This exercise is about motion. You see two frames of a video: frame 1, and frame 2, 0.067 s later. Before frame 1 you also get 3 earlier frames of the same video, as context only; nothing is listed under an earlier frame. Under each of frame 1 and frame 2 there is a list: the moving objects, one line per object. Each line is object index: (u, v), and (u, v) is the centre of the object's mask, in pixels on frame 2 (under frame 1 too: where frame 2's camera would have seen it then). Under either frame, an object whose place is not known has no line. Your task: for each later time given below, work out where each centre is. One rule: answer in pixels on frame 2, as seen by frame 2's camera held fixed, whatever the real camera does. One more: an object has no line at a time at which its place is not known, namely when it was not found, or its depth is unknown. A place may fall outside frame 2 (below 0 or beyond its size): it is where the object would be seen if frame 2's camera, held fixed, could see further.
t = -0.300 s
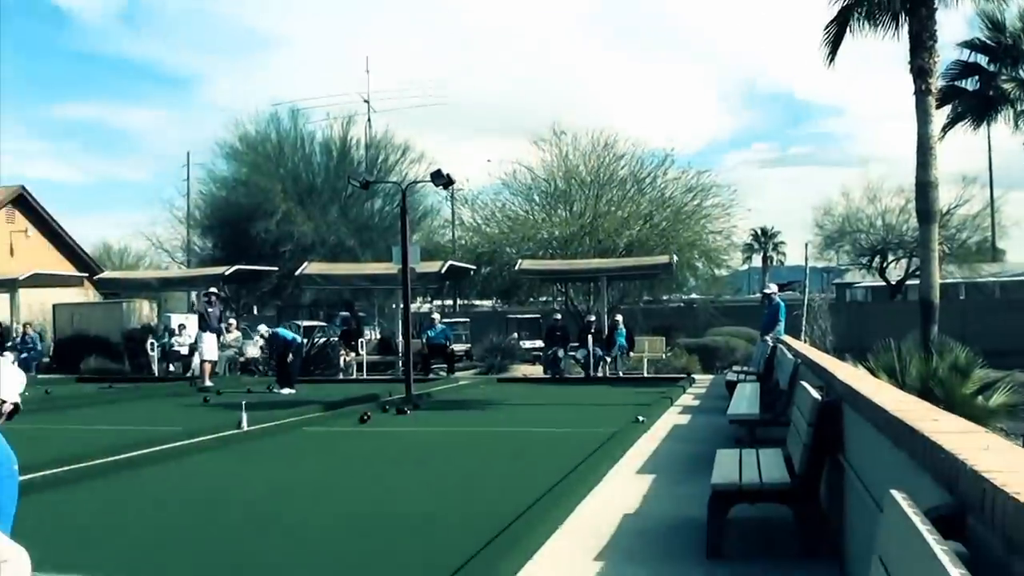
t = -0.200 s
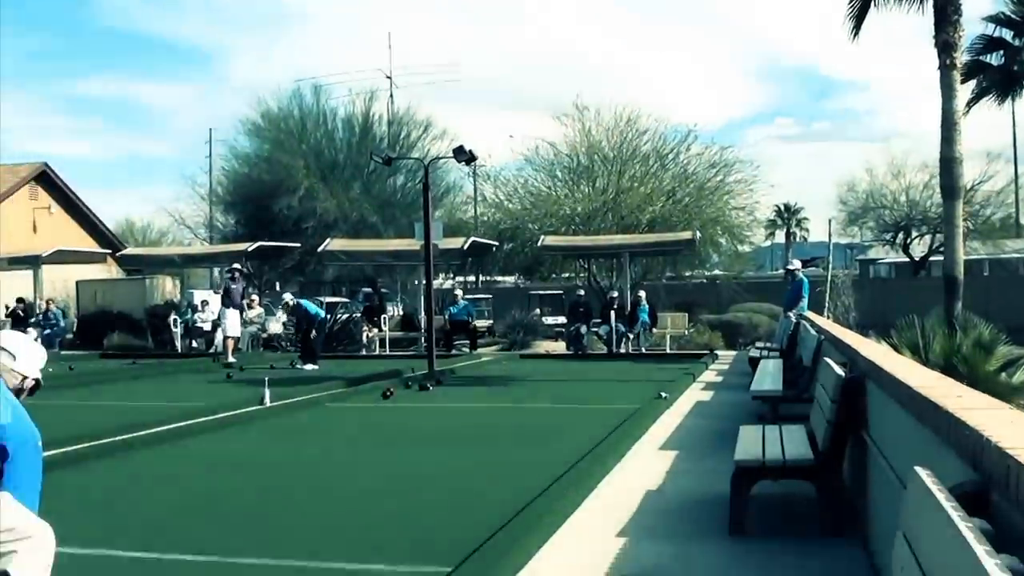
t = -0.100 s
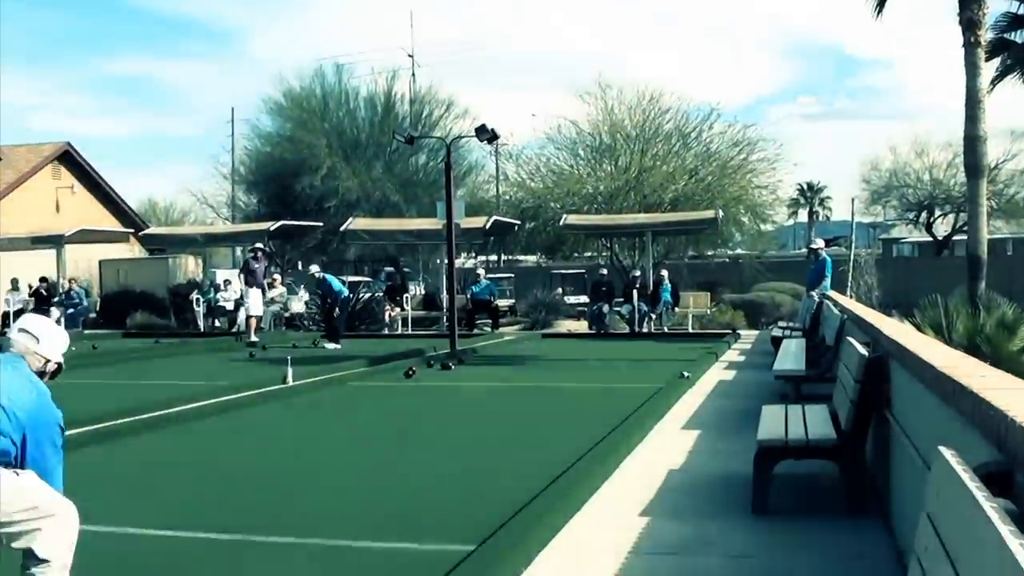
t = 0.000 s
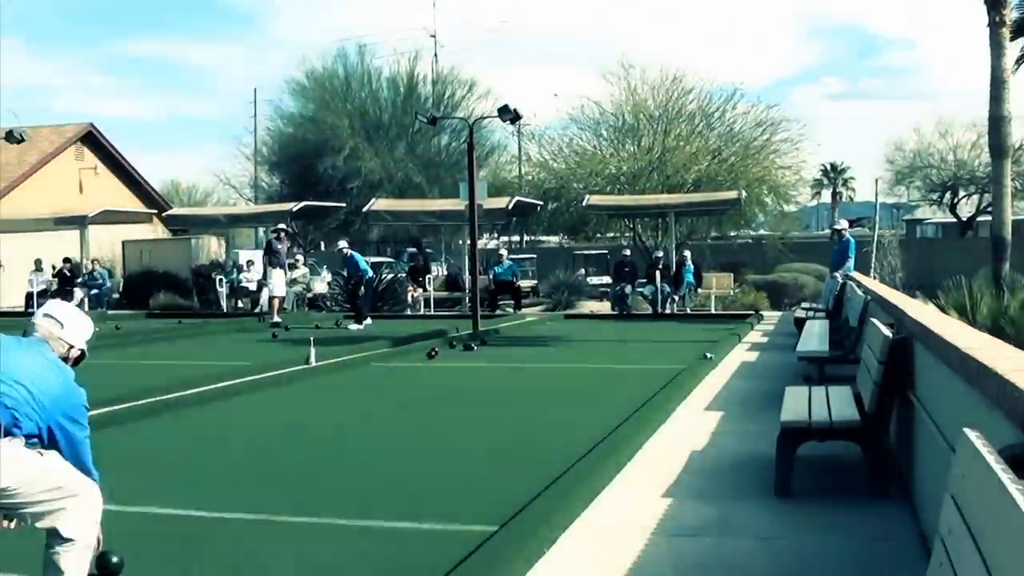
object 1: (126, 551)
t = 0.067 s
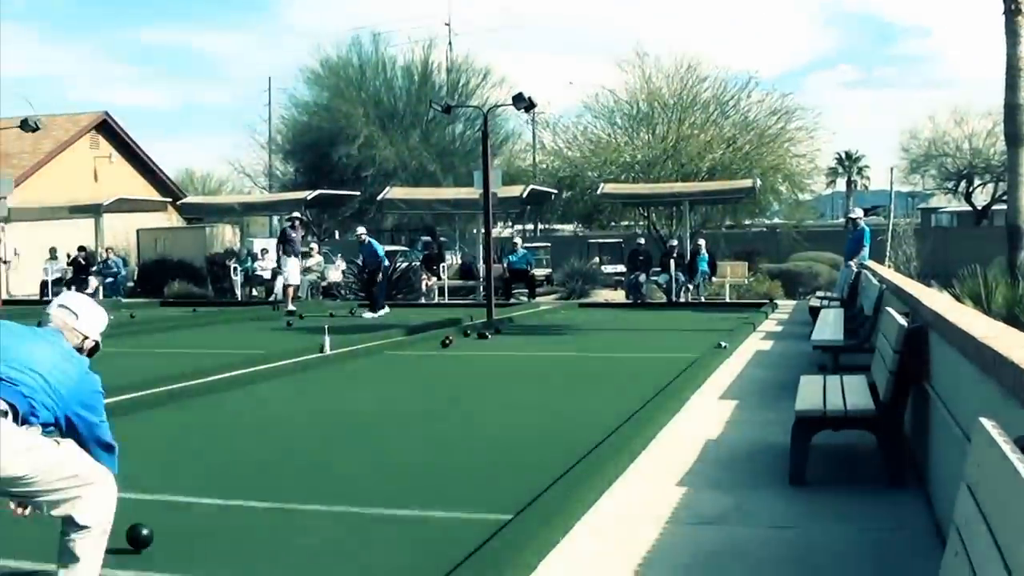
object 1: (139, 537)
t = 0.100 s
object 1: (146, 534)
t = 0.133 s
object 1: (152, 529)
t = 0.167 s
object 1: (157, 523)
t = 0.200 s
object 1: (162, 520)
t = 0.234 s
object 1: (167, 516)
